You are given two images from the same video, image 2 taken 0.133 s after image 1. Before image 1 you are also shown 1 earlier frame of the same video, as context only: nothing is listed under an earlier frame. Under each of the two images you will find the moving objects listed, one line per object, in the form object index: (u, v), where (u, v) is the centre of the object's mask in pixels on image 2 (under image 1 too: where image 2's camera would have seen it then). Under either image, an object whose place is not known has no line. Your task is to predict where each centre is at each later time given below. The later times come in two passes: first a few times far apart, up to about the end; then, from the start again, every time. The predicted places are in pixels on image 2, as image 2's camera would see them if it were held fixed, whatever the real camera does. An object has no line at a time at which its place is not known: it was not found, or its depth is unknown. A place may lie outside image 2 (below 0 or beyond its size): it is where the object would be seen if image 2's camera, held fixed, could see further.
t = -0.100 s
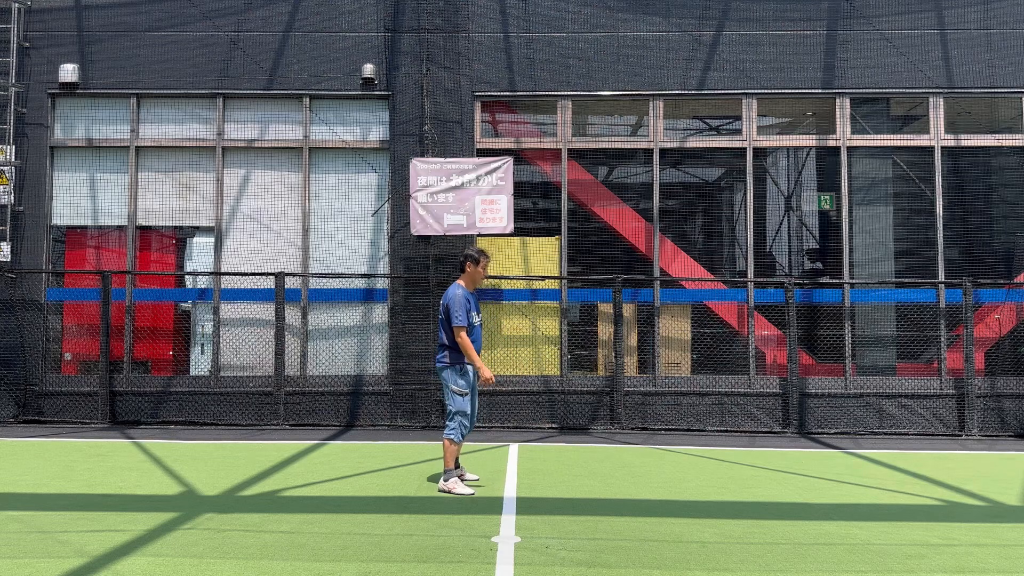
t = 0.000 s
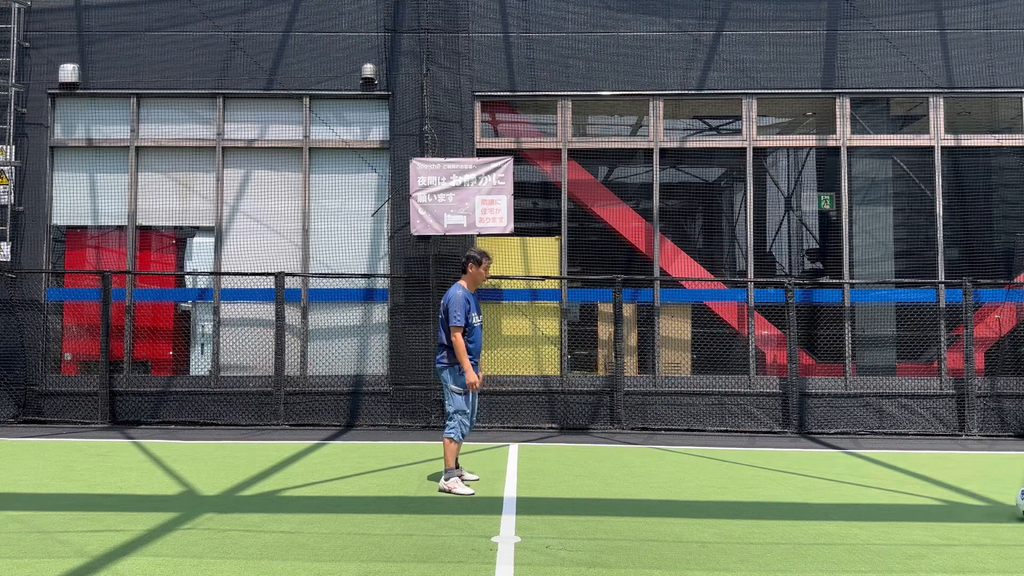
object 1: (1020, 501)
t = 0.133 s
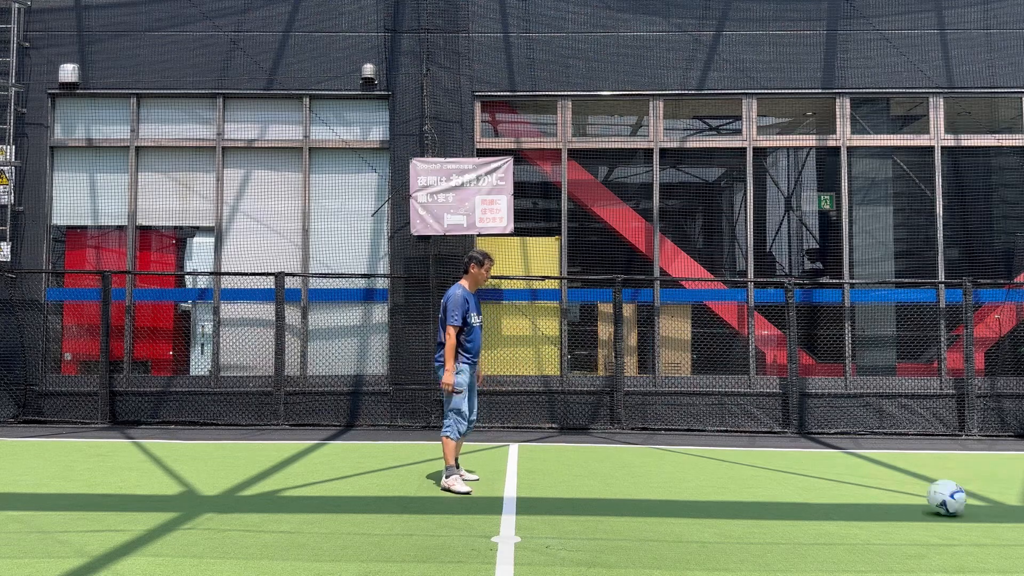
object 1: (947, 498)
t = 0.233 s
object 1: (888, 494)
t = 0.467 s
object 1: (761, 485)
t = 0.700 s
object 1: (648, 478)
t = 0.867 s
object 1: (576, 473)
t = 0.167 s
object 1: (926, 496)
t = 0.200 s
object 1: (907, 495)
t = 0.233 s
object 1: (888, 494)
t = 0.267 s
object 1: (869, 494)
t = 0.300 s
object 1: (850, 492)
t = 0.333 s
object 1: (832, 491)
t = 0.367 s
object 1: (813, 490)
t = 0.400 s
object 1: (796, 488)
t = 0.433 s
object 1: (778, 487)
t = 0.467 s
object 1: (761, 485)
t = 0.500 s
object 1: (744, 485)
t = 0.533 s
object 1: (728, 483)
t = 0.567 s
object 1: (711, 482)
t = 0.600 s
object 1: (695, 481)
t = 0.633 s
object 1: (680, 480)
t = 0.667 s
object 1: (664, 479)
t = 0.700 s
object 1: (648, 478)
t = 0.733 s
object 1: (633, 477)
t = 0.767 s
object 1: (618, 476)
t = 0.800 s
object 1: (604, 475)
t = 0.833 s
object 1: (590, 474)
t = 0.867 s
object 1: (576, 473)
